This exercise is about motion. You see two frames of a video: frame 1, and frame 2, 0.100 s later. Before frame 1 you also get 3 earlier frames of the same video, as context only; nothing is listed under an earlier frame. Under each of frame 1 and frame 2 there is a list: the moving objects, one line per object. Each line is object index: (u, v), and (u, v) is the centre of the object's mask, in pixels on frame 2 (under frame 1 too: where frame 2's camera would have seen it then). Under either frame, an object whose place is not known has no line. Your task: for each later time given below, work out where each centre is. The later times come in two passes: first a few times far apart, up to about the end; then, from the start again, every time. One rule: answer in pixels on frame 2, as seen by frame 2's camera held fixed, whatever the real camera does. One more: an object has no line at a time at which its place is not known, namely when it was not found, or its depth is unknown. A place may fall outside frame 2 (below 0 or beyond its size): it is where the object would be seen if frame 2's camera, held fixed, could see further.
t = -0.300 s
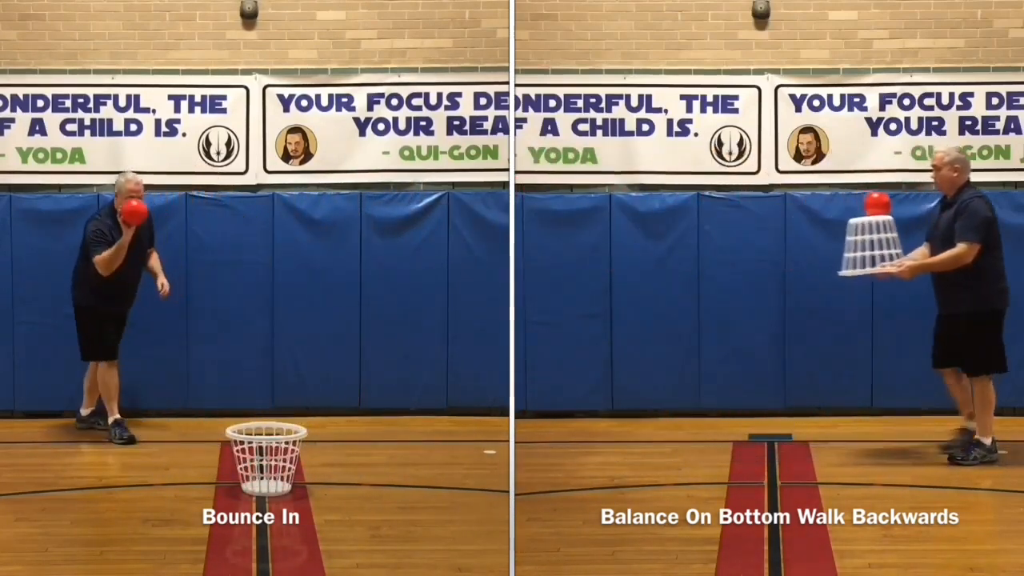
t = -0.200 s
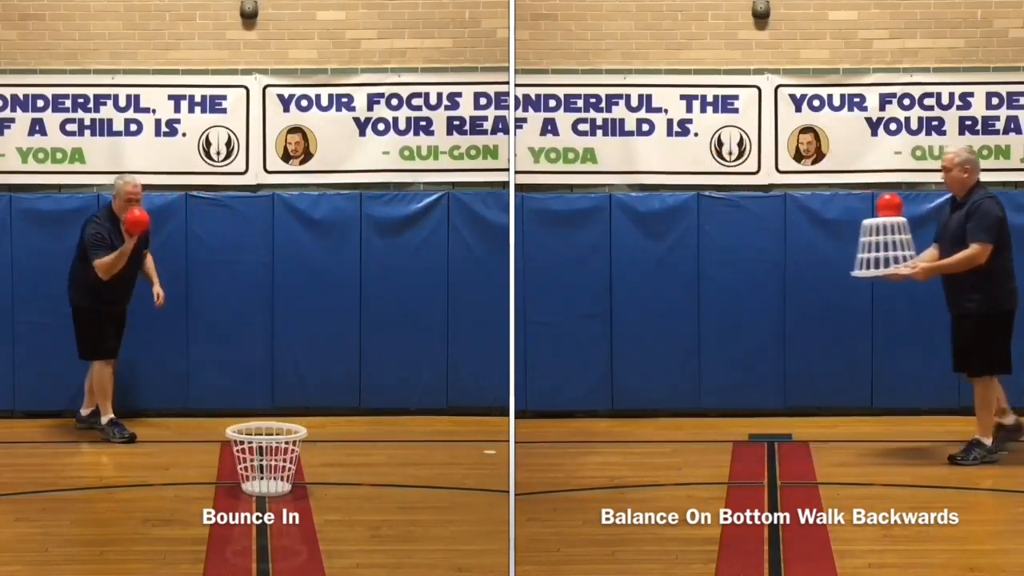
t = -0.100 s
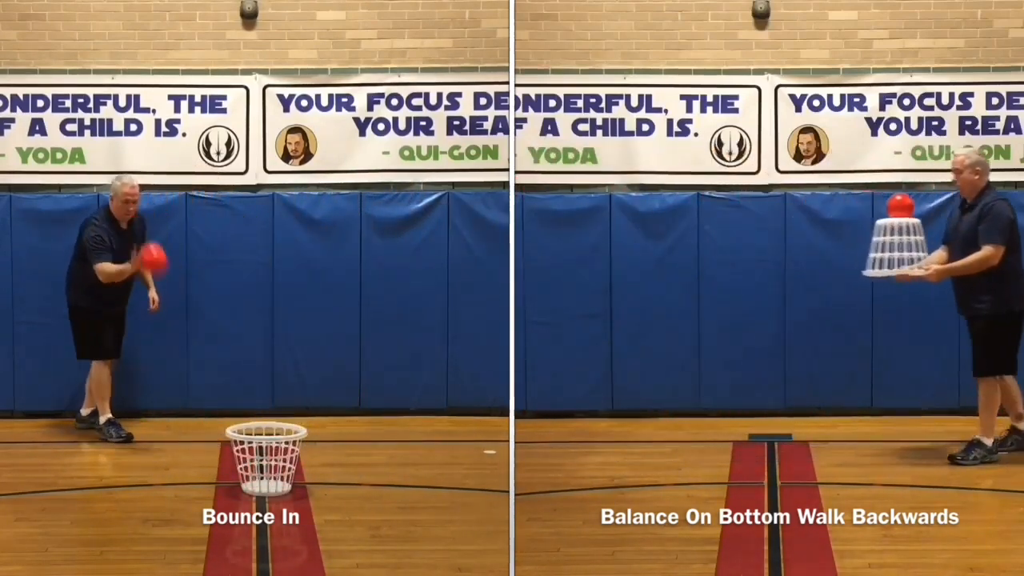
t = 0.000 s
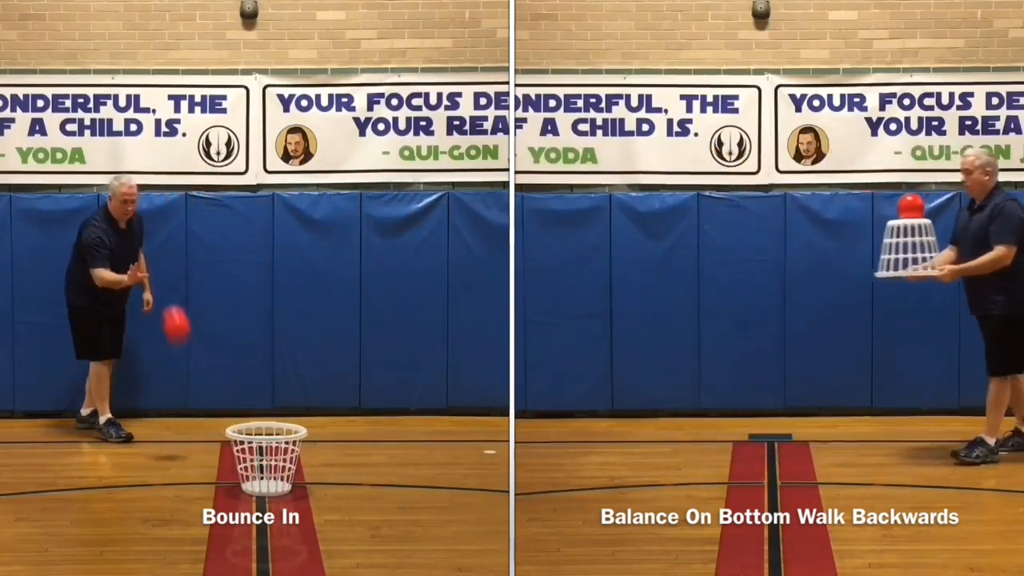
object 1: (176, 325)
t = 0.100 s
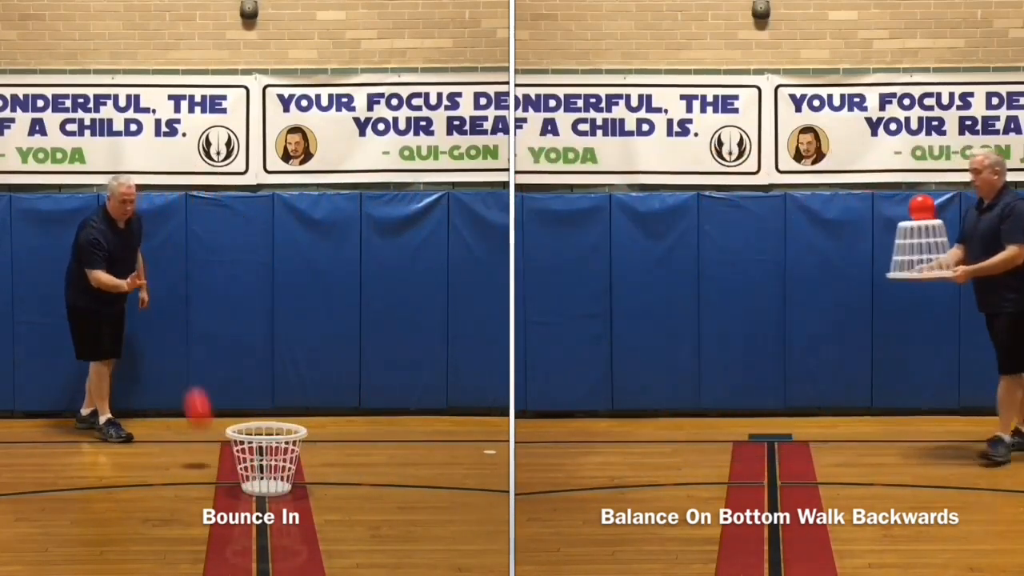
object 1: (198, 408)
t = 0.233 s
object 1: (217, 417)
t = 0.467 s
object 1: (239, 359)
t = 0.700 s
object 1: (262, 396)
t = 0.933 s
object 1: (273, 461)
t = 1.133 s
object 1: (269, 438)
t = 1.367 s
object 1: (262, 461)
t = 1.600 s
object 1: (256, 471)
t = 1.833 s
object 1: (268, 475)
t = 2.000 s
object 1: (274, 474)
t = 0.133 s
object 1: (204, 440)
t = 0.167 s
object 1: (209, 453)
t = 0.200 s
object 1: (212, 435)
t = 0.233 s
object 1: (217, 417)
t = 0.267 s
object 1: (220, 403)
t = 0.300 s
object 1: (223, 393)
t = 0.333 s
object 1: (226, 382)
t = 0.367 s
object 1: (229, 374)
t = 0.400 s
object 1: (232, 367)
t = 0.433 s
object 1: (235, 362)
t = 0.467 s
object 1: (239, 359)
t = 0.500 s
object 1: (242, 358)
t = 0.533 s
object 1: (245, 359)
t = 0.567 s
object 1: (248, 363)
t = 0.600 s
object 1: (252, 368)
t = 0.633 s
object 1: (255, 375)
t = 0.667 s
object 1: (258, 385)
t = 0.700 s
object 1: (262, 396)
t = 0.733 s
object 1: (265, 408)
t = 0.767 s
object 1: (268, 422)
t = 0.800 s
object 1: (272, 445)
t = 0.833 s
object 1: (274, 460)
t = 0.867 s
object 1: (273, 469)
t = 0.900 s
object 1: (273, 471)
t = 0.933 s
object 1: (273, 461)
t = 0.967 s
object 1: (274, 459)
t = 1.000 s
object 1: (269, 448)
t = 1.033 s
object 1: (269, 444)
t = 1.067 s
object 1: (269, 442)
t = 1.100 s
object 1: (269, 440)
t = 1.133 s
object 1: (269, 438)
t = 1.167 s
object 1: (268, 441)
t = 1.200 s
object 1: (266, 442)
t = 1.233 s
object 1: (265, 448)
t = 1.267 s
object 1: (264, 453)
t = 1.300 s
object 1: (261, 458)
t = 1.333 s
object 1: (262, 460)
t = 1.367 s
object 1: (262, 461)
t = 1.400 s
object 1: (259, 460)
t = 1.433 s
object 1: (259, 459)
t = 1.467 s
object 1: (257, 459)
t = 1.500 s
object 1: (255, 460)
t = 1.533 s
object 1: (256, 462)
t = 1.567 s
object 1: (257, 471)
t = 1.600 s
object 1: (256, 471)
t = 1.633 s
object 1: (255, 472)
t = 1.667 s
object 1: (255, 471)
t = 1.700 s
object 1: (256, 472)
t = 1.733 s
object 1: (260, 473)
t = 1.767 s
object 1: (264, 473)
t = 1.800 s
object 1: (266, 474)
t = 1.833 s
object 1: (268, 475)
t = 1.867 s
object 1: (271, 474)
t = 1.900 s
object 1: (274, 474)
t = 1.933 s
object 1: (274, 475)
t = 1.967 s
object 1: (274, 475)
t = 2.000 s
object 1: (274, 474)
